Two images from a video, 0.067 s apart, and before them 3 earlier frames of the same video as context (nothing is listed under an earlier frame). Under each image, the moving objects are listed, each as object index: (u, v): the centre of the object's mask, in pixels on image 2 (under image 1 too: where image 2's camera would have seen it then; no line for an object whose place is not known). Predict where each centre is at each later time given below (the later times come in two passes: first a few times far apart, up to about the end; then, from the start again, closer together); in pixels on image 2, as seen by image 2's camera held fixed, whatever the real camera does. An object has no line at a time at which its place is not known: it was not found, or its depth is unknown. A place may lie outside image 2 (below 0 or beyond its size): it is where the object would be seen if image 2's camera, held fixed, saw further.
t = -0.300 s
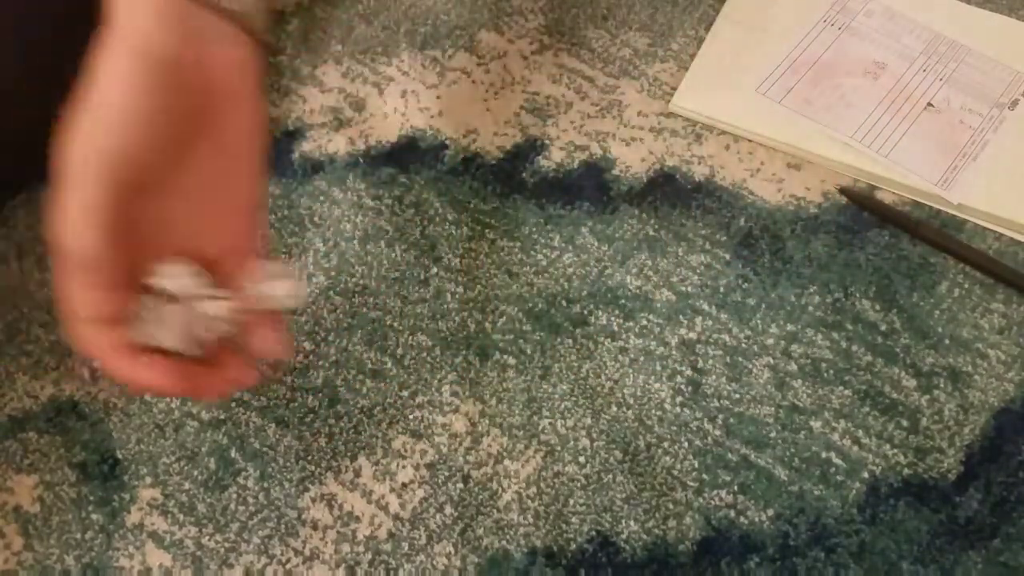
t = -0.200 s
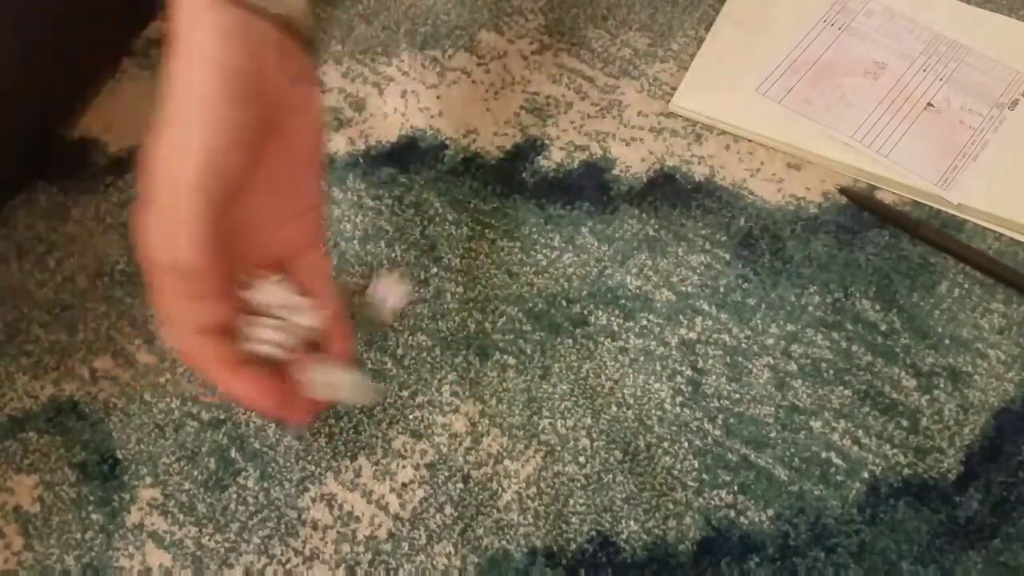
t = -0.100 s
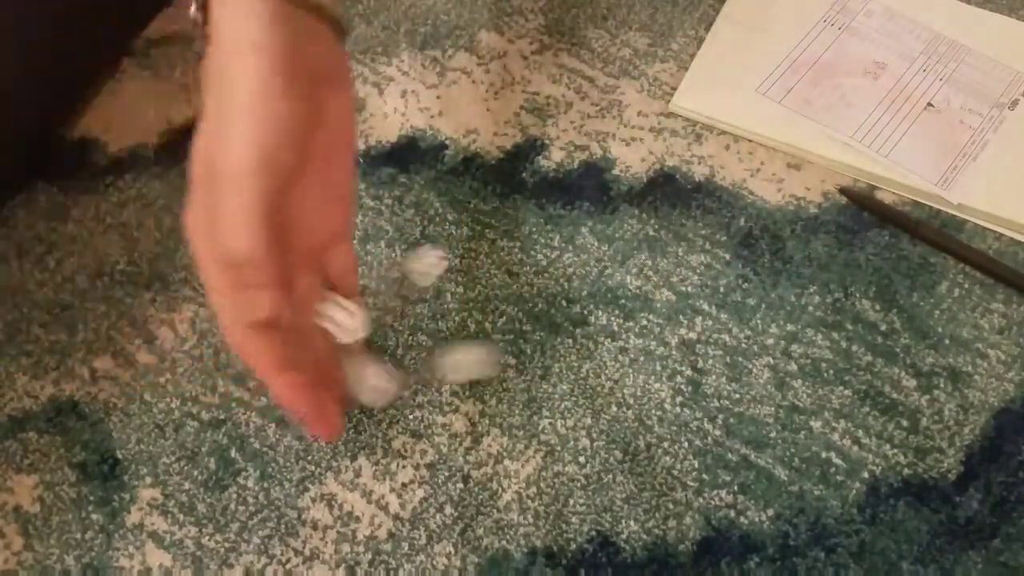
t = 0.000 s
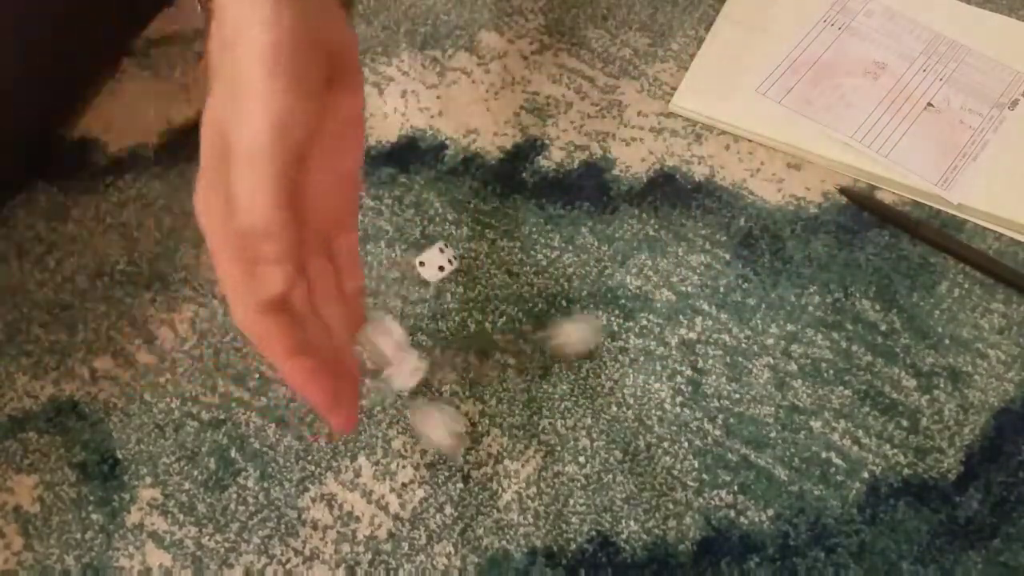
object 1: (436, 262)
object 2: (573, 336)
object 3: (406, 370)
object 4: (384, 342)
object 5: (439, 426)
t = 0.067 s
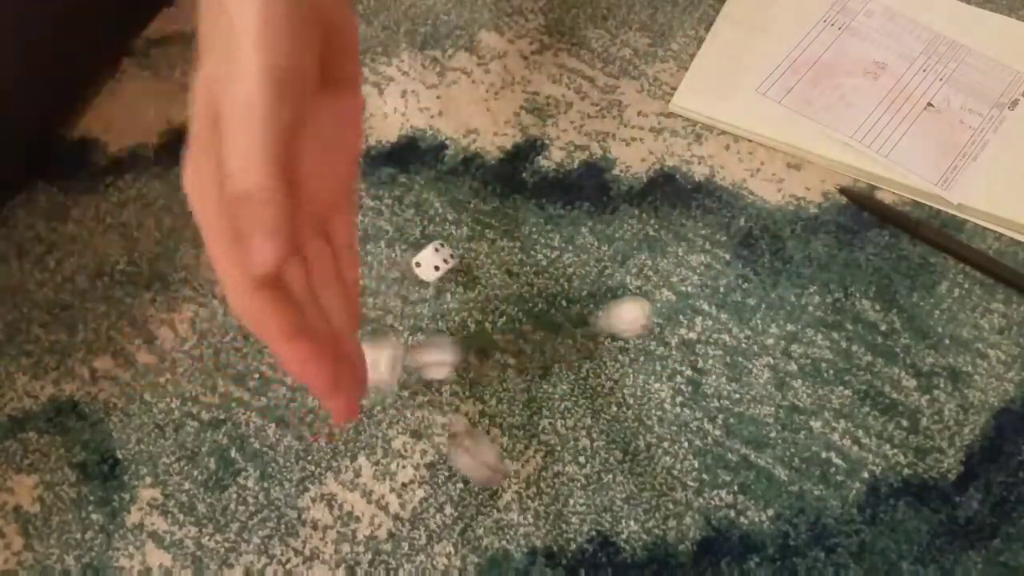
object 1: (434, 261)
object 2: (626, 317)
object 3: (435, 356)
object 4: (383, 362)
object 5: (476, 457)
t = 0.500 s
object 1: (417, 264)
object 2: (679, 290)
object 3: (469, 361)
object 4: (377, 390)
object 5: (543, 530)
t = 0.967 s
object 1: (416, 264)
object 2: (679, 290)
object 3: (469, 361)
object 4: (377, 390)
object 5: (543, 530)
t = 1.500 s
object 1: (416, 264)
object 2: (679, 290)
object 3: (469, 361)
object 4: (377, 390)
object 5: (544, 531)
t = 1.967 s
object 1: (416, 264)
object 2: (679, 290)
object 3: (469, 361)
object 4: (377, 390)
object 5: (543, 531)
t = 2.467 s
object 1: (416, 264)
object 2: (679, 290)
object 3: (469, 361)
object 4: (377, 390)
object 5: (544, 531)
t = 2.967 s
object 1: (416, 264)
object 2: (679, 290)
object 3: (469, 361)
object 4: (377, 390)
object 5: (543, 531)
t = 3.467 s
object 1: (416, 264)
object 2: (679, 290)
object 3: (469, 361)
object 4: (377, 390)
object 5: (543, 531)
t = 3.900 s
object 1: (416, 264)
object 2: (679, 290)
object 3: (469, 361)
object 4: (377, 389)
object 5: (543, 531)
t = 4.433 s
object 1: (417, 264)
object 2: (679, 290)
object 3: (469, 361)
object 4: (377, 390)
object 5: (544, 531)
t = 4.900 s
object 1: (416, 264)
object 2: (679, 290)
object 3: (469, 361)
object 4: (377, 389)
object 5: (543, 530)
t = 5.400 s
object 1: (417, 264)
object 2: (679, 290)
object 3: (469, 361)
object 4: (377, 389)
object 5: (543, 530)
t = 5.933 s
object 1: (416, 264)
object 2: (679, 290)
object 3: (469, 361)
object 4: (377, 389)
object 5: (543, 531)
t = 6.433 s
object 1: (416, 264)
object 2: (679, 290)
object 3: (469, 361)
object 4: (377, 389)
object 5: (544, 531)
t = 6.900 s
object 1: (416, 264)
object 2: (679, 290)
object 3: (469, 361)
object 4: (377, 390)
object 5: (543, 530)
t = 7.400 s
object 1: (416, 264)
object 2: (679, 290)
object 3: (469, 361)
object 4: (377, 389)
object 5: (544, 531)
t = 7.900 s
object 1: (416, 264)
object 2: (679, 290)
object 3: (469, 361)
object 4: (377, 390)
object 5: (543, 531)
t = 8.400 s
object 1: (416, 264)
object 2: (679, 290)
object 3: (469, 361)
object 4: (377, 389)
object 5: (543, 531)
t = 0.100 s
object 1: (430, 262)
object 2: (647, 312)
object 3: (452, 357)
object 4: (378, 383)
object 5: (498, 472)
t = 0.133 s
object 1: (424, 264)
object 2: (662, 309)
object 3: (458, 359)
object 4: (376, 385)
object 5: (515, 486)
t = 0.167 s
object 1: (417, 264)
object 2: (674, 307)
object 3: (466, 360)
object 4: (377, 387)
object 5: (526, 498)
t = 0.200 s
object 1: (416, 264)
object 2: (682, 307)
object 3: (475, 359)
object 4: (377, 389)
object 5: (539, 510)
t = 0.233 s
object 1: (417, 264)
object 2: (687, 306)
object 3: (476, 358)
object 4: (377, 389)
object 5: (540, 519)
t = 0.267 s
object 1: (417, 264)
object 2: (690, 303)
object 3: (474, 360)
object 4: (377, 390)
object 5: (540, 524)
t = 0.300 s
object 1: (416, 264)
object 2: (690, 301)
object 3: (468, 361)
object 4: (377, 390)
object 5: (542, 530)
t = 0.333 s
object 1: (416, 265)
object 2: (686, 296)
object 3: (467, 361)
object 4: (377, 390)
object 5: (543, 537)
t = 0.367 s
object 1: (416, 264)
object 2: (680, 291)
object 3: (468, 361)
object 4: (377, 390)
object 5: (543, 538)
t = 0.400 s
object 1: (417, 264)
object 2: (679, 290)
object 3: (469, 361)
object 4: (377, 390)
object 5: (544, 532)
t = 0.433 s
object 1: (416, 265)
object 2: (679, 290)
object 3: (469, 361)
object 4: (377, 390)
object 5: (543, 529)
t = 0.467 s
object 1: (417, 264)
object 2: (679, 290)
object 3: (469, 361)
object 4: (377, 390)
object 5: (543, 530)
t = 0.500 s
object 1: (417, 264)
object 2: (679, 290)
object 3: (469, 361)
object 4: (377, 390)
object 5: (543, 530)
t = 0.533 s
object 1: (416, 265)
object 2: (679, 290)
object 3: (469, 361)
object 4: (377, 390)
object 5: (543, 530)
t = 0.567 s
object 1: (416, 265)
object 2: (679, 290)
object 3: (469, 361)
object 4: (377, 390)
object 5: (543, 530)
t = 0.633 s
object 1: (417, 264)
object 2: (679, 290)
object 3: (469, 361)
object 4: (377, 390)
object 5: (543, 531)
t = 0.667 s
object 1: (417, 265)
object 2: (679, 290)
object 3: (469, 361)
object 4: (377, 390)
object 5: (543, 530)
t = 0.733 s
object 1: (416, 265)
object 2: (679, 290)
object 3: (469, 361)
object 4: (377, 390)
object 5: (543, 530)
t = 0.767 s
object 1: (417, 264)
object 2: (679, 290)
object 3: (469, 361)
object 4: (377, 390)
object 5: (543, 530)
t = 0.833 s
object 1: (416, 264)
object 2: (679, 290)
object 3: (469, 361)
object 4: (377, 390)
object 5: (543, 530)
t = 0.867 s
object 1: (416, 264)
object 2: (679, 290)
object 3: (469, 361)
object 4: (377, 390)
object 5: (543, 530)
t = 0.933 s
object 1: (416, 264)
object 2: (679, 290)
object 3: (469, 361)
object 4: (377, 390)
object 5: (543, 530)
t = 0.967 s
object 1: (416, 264)
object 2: (679, 290)
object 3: (469, 361)
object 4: (377, 390)
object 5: (543, 530)
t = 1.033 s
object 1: (416, 264)
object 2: (679, 290)
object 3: (469, 361)
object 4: (377, 390)
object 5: (543, 530)
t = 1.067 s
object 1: (416, 264)
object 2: (679, 290)
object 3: (469, 361)
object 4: (377, 390)
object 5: (544, 531)
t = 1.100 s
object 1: (416, 264)
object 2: (679, 290)
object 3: (469, 361)
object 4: (377, 390)
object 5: (543, 530)
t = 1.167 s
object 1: (416, 264)
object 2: (679, 290)
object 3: (469, 361)
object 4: (377, 390)
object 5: (543, 530)
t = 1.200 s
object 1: (416, 264)
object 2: (679, 290)
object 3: (469, 361)
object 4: (377, 390)
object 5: (543, 530)
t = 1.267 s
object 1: (416, 264)
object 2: (679, 290)
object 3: (469, 361)
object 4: (377, 390)
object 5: (543, 530)
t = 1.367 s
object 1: (416, 264)
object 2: (679, 290)
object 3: (469, 361)
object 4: (377, 390)
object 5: (543, 530)
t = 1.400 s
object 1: (416, 264)
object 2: (679, 290)
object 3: (469, 361)
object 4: (377, 390)
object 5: (543, 531)
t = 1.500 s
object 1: (416, 264)
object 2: (679, 290)
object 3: (469, 361)
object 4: (377, 390)
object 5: (544, 531)
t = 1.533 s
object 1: (416, 264)
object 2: (679, 290)
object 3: (469, 361)
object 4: (377, 390)
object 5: (543, 531)
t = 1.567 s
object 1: (416, 264)
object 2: (679, 290)
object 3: (469, 361)
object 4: (377, 390)
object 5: (544, 531)
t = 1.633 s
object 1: (416, 264)
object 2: (679, 290)
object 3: (469, 361)
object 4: (377, 390)
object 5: (543, 531)
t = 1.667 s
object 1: (416, 264)
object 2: (679, 290)
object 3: (469, 361)
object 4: (377, 390)
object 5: (543, 531)
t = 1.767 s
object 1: (416, 264)
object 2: (679, 290)
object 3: (469, 361)
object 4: (377, 390)
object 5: (543, 531)
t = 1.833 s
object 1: (416, 264)
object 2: (679, 290)
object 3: (469, 361)
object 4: (377, 390)
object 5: (543, 531)
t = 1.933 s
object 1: (416, 264)
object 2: (679, 290)
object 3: (469, 361)
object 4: (377, 390)
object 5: (543, 531)
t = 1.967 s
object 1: (416, 264)
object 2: (679, 290)
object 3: (469, 361)
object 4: (377, 390)
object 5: (543, 531)
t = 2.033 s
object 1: (416, 264)
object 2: (679, 290)
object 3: (469, 361)
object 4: (377, 390)
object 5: (544, 531)
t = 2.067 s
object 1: (416, 265)
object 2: (679, 290)
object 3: (469, 361)
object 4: (377, 390)
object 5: (543, 531)
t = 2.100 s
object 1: (416, 264)
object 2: (679, 290)
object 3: (469, 361)
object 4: (377, 389)
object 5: (543, 531)
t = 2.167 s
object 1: (416, 264)
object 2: (679, 290)
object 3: (469, 361)
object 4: (377, 389)
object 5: (543, 531)
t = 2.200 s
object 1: (416, 264)
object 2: (679, 290)
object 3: (469, 361)
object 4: (377, 389)
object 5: (544, 531)
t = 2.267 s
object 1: (416, 264)
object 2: (679, 290)
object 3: (469, 361)
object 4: (377, 390)
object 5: (543, 531)
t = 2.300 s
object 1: (416, 264)
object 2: (679, 290)
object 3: (469, 361)
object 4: (377, 390)
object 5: (543, 531)
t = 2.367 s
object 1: (416, 264)
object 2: (679, 290)
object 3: (469, 361)
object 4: (377, 390)
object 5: (543, 531)
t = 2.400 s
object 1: (416, 264)
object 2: (679, 290)
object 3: (469, 361)
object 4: (377, 390)
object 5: (543, 531)
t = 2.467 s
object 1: (416, 264)
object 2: (679, 290)
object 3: (469, 361)
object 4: (377, 390)
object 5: (544, 531)
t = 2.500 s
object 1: (416, 264)
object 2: (679, 290)
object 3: (469, 361)
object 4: (377, 390)
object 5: (543, 531)
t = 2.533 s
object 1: (416, 264)
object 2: (679, 290)
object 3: (469, 361)
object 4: (377, 390)
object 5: (544, 531)
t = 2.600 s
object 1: (416, 264)
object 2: (679, 290)
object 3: (469, 361)
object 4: (377, 390)
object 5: (544, 531)
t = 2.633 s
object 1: (416, 264)
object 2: (679, 290)
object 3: (469, 361)
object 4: (377, 390)
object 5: (544, 531)
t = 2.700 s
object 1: (416, 264)
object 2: (679, 290)
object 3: (469, 361)
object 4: (377, 390)
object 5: (543, 531)
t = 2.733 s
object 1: (416, 264)
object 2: (679, 290)
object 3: (469, 361)
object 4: (377, 390)
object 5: (544, 531)
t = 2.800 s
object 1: (416, 264)
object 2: (679, 290)
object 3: (469, 361)
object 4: (377, 390)
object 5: (544, 531)
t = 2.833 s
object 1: (416, 264)
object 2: (679, 290)
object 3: (469, 361)
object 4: (377, 390)
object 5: (543, 531)
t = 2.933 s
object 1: (416, 264)
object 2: (679, 290)
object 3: (469, 361)
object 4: (377, 390)
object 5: (544, 531)
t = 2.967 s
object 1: (416, 264)
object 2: (679, 290)
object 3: (469, 361)
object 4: (377, 390)
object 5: (543, 531)
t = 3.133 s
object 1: (416, 264)
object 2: (679, 290)
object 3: (469, 361)
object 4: (377, 390)
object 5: (543, 531)
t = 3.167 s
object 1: (416, 264)
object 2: (679, 290)
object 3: (469, 361)
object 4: (377, 390)
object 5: (543, 531)
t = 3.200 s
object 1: (416, 264)
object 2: (679, 290)
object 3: (469, 361)
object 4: (377, 390)
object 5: (543, 531)
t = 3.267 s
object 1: (416, 264)
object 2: (679, 290)
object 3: (469, 361)
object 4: (377, 390)
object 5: (544, 531)
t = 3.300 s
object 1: (416, 264)
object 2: (679, 290)
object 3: (469, 361)
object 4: (377, 390)
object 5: (543, 531)
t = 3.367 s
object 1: (416, 264)
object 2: (679, 290)
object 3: (469, 361)
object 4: (377, 390)
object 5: (543, 531)
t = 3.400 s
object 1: (416, 264)
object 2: (679, 290)
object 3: (469, 361)
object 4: (377, 390)
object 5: (544, 531)
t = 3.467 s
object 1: (416, 264)
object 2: (679, 290)
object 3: (469, 361)
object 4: (377, 390)
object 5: (543, 531)
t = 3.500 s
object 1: (416, 264)
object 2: (679, 290)
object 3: (469, 361)
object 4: (377, 389)
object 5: (544, 531)
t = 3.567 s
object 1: (416, 264)
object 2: (679, 290)
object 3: (469, 361)
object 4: (377, 389)
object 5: (544, 531)
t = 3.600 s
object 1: (416, 264)
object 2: (679, 290)
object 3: (469, 361)
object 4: (377, 390)
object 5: (543, 531)
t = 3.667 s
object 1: (416, 264)
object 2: (679, 290)
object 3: (469, 361)
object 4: (377, 389)
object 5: (543, 531)
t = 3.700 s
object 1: (416, 264)
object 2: (679, 290)
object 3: (469, 361)
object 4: (377, 390)
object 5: (544, 531)
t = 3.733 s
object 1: (416, 264)
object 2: (679, 290)
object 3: (469, 361)
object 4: (377, 390)
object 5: (543, 531)
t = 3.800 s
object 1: (416, 264)
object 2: (679, 290)
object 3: (469, 361)
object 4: (377, 389)
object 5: (543, 531)
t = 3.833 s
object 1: (416, 264)
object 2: (679, 290)
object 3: (469, 361)
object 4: (377, 390)
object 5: (544, 531)
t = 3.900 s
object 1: (416, 264)
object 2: (679, 290)
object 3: (469, 361)
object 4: (377, 389)
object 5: (543, 531)
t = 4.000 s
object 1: (416, 264)
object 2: (679, 290)
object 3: (469, 361)
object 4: (377, 389)
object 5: (543, 531)
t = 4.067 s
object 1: (416, 264)
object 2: (679, 290)
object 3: (469, 361)
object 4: (377, 389)
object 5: (543, 530)
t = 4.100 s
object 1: (416, 264)
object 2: (679, 290)
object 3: (469, 361)
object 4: (377, 390)
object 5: (543, 531)
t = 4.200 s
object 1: (416, 264)
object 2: (679, 290)
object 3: (469, 361)
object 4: (377, 389)
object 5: (543, 530)
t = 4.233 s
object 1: (416, 264)
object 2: (679, 290)
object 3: (469, 361)
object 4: (377, 390)
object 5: (543, 530)
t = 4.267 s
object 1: (416, 264)
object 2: (679, 290)
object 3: (469, 361)
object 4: (377, 390)
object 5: (543, 531)
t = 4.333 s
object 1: (416, 264)
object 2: (679, 290)
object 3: (469, 361)
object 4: (377, 390)
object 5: (543, 531)
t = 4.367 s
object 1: (416, 264)
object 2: (679, 290)
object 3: (469, 361)
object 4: (377, 390)
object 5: (543, 531)
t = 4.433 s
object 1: (417, 264)
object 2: (679, 290)
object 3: (469, 361)
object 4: (377, 390)
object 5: (544, 531)
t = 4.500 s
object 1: (416, 264)
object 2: (679, 290)
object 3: (469, 361)
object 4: (377, 390)
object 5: (543, 530)
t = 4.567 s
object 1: (416, 264)
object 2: (679, 290)
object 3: (469, 361)
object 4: (377, 389)
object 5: (544, 531)
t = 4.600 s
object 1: (417, 264)
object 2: (679, 290)
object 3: (469, 361)
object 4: (377, 389)
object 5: (543, 530)
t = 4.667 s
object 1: (416, 264)
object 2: (679, 290)
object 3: (469, 361)
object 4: (377, 390)
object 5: (543, 531)
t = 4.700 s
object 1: (416, 264)
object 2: (679, 290)
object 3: (469, 361)
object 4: (377, 389)
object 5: (543, 530)
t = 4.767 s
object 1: (416, 264)
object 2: (679, 290)
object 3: (469, 361)
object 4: (377, 389)
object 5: (544, 530)
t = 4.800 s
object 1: (416, 264)
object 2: (679, 290)
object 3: (469, 361)
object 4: (377, 389)
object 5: (543, 530)
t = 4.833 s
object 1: (416, 264)
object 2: (679, 290)
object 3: (469, 361)
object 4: (377, 389)
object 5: (543, 530)
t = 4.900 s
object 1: (416, 264)
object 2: (679, 290)
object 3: (469, 361)
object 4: (377, 389)
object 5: (543, 530)
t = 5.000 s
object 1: (416, 264)
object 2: (679, 290)
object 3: (469, 361)
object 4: (377, 390)
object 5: (543, 530)
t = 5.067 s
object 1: (416, 264)
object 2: (679, 290)
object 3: (469, 361)
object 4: (377, 389)
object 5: (544, 531)
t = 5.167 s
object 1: (416, 264)
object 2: (679, 290)
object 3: (469, 361)
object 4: (377, 389)
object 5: (543, 530)
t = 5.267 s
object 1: (417, 264)
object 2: (679, 290)
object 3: (469, 361)
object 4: (377, 389)
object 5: (544, 530)
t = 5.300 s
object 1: (416, 264)
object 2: (679, 290)
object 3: (469, 361)
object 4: (377, 389)
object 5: (543, 530)
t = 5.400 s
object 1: (417, 264)
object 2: (679, 290)
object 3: (469, 361)
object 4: (377, 389)
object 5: (543, 530)
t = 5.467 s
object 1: (417, 264)
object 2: (679, 290)
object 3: (469, 361)
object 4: (377, 389)
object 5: (544, 530)
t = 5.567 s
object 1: (417, 264)
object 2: (679, 290)
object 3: (469, 361)
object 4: (377, 389)
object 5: (544, 531)
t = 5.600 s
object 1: (416, 264)
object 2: (679, 290)
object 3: (469, 361)
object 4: (377, 389)
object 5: (543, 531)
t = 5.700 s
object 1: (416, 264)
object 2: (679, 290)
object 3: (469, 361)
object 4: (377, 389)
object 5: (544, 531)
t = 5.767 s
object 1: (416, 264)
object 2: (679, 290)
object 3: (469, 361)
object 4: (377, 390)
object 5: (544, 531)
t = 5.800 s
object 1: (416, 264)
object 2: (679, 290)
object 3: (469, 361)
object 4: (377, 389)
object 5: (543, 531)
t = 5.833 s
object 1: (416, 264)
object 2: (679, 290)
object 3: (469, 361)
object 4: (377, 389)
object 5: (543, 531)
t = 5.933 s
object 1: (416, 264)
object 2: (679, 290)
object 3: (469, 361)
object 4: (377, 389)
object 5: (543, 531)
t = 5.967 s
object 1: (416, 264)
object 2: (679, 290)
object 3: (469, 361)
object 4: (377, 390)
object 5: (543, 530)
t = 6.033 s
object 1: (416, 264)
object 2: (679, 290)
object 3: (469, 361)
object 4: (377, 389)
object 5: (544, 531)
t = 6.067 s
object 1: (416, 264)
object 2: (679, 290)
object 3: (469, 361)
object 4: (377, 389)
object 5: (544, 530)
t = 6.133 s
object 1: (416, 264)
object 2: (679, 290)
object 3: (469, 361)
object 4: (377, 389)
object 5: (543, 531)
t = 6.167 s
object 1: (416, 264)
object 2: (679, 290)
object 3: (469, 361)
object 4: (377, 390)
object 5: (543, 531)
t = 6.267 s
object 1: (416, 264)
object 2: (679, 290)
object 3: (469, 361)
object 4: (377, 389)
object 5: (544, 531)
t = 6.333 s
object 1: (416, 264)
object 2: (679, 290)
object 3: (469, 361)
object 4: (377, 389)
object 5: (544, 531)
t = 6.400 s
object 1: (416, 264)
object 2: (679, 290)
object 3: (469, 361)
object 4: (377, 390)
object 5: (543, 531)
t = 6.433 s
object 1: (416, 264)
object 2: (679, 290)
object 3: (469, 361)
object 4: (377, 389)
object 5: (544, 531)
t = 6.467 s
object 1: (416, 264)
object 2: (679, 290)
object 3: (469, 361)
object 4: (377, 389)
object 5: (544, 531)
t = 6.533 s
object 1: (416, 264)
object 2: (679, 290)
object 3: (469, 361)
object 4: (377, 389)
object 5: (543, 531)
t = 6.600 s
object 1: (416, 264)
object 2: (679, 290)
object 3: (469, 361)
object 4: (377, 389)
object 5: (544, 531)
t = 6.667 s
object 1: (416, 264)
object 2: (679, 290)
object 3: (469, 361)
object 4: (377, 389)
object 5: (544, 530)
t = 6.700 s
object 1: (416, 264)
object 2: (679, 290)
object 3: (469, 361)
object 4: (377, 390)
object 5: (543, 530)
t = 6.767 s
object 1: (416, 264)
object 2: (679, 290)
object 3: (469, 361)
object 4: (377, 390)
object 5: (543, 530)
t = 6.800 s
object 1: (416, 264)
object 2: (679, 290)
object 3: (469, 361)
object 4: (377, 389)
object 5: (543, 531)
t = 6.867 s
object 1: (416, 264)
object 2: (679, 290)
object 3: (469, 361)
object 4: (377, 389)
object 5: (543, 531)
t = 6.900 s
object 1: (416, 264)
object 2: (679, 290)
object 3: (469, 361)
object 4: (377, 390)
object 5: (543, 530)
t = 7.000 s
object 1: (416, 264)
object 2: (679, 290)
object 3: (469, 361)
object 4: (377, 389)
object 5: (543, 530)
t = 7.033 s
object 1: (416, 264)
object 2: (679, 290)
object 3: (469, 361)
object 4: (377, 390)
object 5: (543, 531)
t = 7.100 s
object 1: (416, 264)
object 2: (679, 290)
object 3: (469, 361)
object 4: (377, 389)
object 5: (543, 530)
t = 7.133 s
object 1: (416, 264)
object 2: (679, 290)
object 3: (469, 361)
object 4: (377, 390)
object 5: (544, 531)
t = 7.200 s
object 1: (416, 264)
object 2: (679, 290)
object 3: (469, 361)
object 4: (377, 389)
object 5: (543, 530)
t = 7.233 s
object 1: (416, 264)
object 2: (679, 290)
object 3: (469, 361)
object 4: (377, 390)
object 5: (543, 531)
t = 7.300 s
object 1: (416, 264)
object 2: (679, 290)
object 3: (469, 361)
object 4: (377, 389)
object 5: (543, 531)
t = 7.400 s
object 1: (416, 264)
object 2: (679, 290)
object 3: (469, 361)
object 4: (377, 389)
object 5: (544, 531)
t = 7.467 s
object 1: (416, 264)
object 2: (679, 290)
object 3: (469, 361)
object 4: (377, 390)
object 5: (543, 531)
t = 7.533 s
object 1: (416, 264)
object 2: (679, 290)
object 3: (469, 361)
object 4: (377, 390)
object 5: (544, 531)
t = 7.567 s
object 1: (416, 264)
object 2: (679, 290)
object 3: (469, 361)
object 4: (377, 389)
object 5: (544, 531)
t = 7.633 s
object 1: (416, 264)
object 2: (679, 290)
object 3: (469, 361)
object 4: (377, 389)
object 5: (543, 531)
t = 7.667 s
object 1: (416, 264)
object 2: (679, 290)
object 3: (469, 361)
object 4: (377, 390)
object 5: (544, 531)
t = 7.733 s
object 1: (416, 264)
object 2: (679, 290)
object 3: (469, 361)
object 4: (377, 389)
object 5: (543, 531)
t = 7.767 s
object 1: (416, 264)
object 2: (679, 290)
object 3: (469, 361)
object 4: (377, 390)
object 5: (543, 531)
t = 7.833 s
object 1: (416, 264)
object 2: (679, 290)
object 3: (469, 361)
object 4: (377, 390)
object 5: (543, 531)
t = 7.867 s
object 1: (416, 264)
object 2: (679, 290)
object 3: (469, 361)
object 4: (377, 389)
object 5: (544, 531)
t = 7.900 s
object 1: (416, 264)
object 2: (679, 290)
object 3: (469, 361)
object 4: (377, 390)
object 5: (543, 531)
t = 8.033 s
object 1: (416, 264)
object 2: (679, 290)
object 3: (469, 361)
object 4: (377, 390)
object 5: (543, 531)
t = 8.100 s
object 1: (416, 264)
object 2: (679, 290)
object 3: (469, 361)
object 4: (377, 390)
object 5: (543, 531)
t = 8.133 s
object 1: (416, 264)
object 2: (679, 290)
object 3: (469, 361)
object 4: (377, 389)
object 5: (543, 531)
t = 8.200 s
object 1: (416, 264)
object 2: (679, 290)
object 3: (469, 361)
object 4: (377, 389)
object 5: (543, 531)
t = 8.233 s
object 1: (416, 264)
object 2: (679, 290)
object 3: (469, 361)
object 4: (377, 389)
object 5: (543, 531)
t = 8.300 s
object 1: (416, 264)
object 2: (679, 290)
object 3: (469, 361)
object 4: (377, 389)
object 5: (543, 531)
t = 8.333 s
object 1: (416, 264)
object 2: (679, 290)
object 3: (469, 361)
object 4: (377, 389)
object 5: (543, 531)
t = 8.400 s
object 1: (416, 264)
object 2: (679, 290)
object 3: (469, 361)
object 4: (377, 389)
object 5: (543, 531)
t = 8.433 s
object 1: (416, 264)
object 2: (679, 290)
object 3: (469, 361)
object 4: (377, 389)
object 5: (543, 531)
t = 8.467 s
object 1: (416, 264)
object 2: (679, 290)
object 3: (469, 361)
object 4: (377, 389)
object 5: (543, 531)
